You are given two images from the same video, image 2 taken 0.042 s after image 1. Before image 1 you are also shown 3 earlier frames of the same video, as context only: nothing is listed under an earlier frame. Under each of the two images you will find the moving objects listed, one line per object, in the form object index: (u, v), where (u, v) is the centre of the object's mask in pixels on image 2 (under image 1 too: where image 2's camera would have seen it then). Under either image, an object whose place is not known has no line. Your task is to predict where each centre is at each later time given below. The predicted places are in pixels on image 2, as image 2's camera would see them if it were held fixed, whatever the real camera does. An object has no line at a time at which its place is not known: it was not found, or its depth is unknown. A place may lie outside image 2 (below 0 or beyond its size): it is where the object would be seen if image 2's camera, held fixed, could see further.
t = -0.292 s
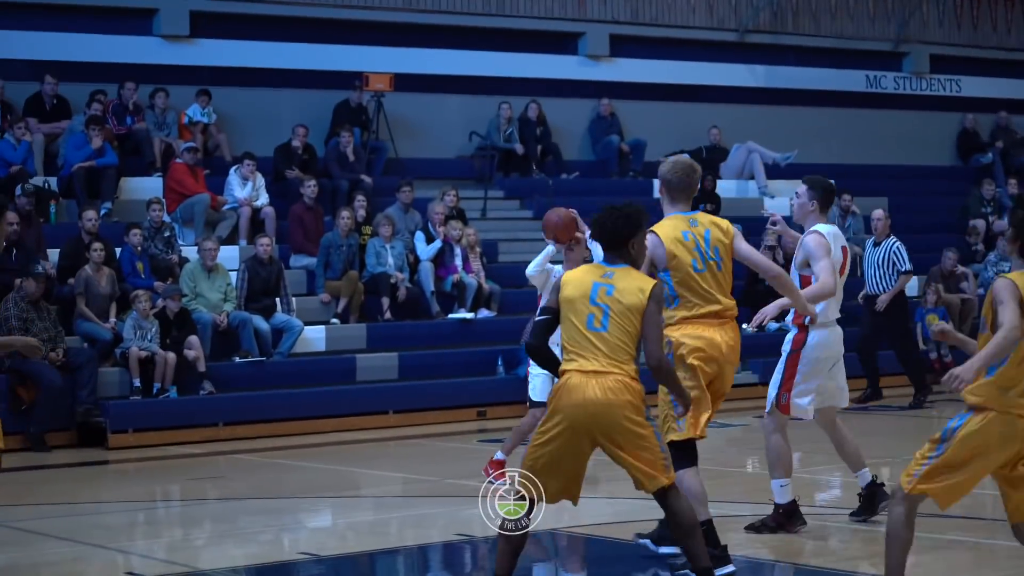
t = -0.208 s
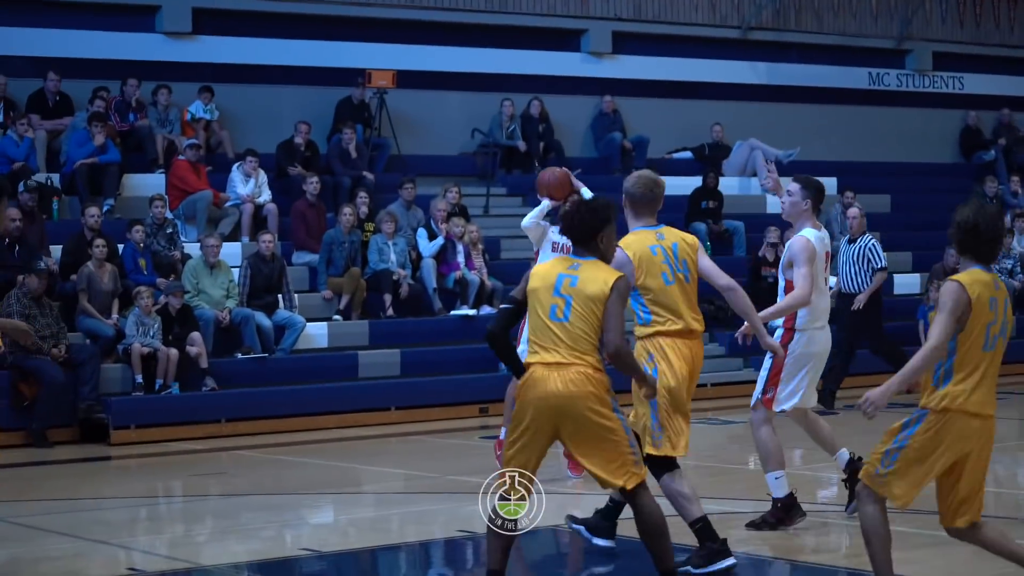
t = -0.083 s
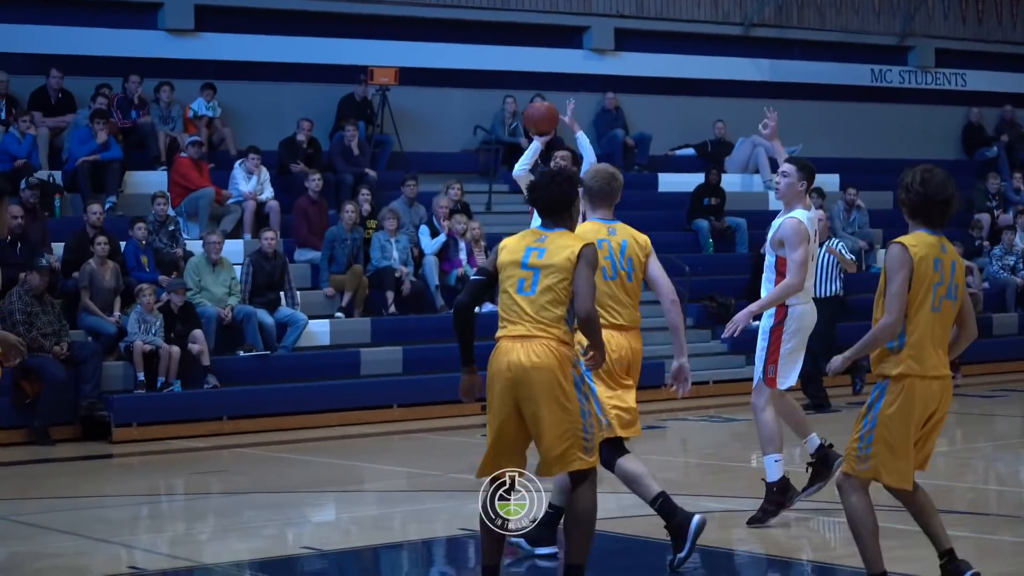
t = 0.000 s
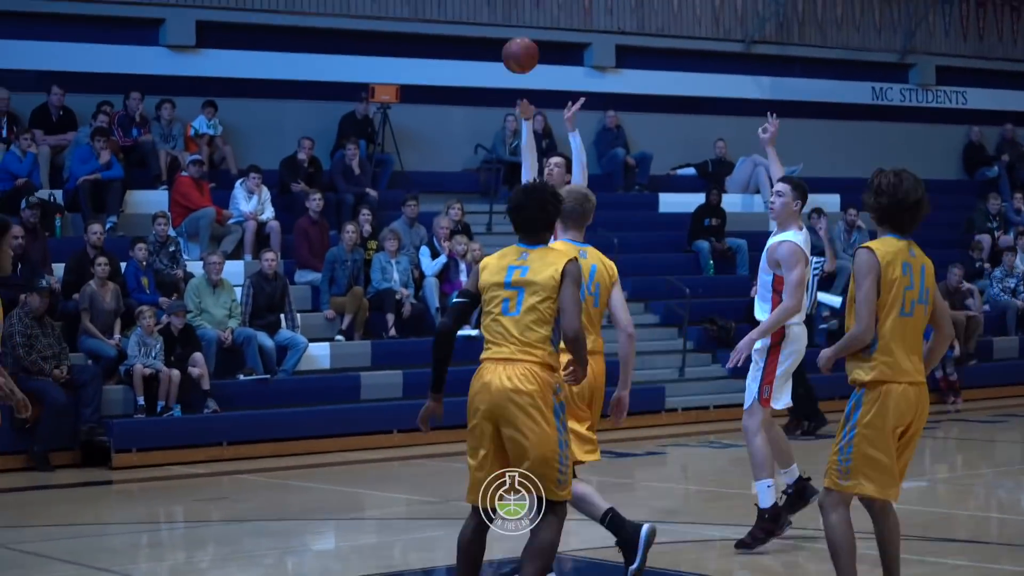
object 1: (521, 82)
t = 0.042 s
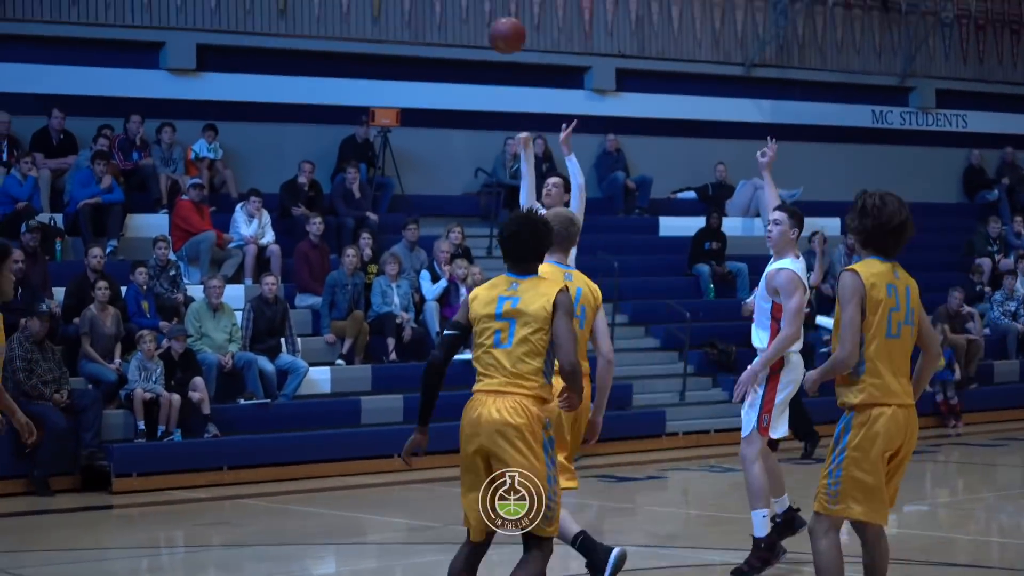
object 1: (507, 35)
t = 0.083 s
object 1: (493, -8)
